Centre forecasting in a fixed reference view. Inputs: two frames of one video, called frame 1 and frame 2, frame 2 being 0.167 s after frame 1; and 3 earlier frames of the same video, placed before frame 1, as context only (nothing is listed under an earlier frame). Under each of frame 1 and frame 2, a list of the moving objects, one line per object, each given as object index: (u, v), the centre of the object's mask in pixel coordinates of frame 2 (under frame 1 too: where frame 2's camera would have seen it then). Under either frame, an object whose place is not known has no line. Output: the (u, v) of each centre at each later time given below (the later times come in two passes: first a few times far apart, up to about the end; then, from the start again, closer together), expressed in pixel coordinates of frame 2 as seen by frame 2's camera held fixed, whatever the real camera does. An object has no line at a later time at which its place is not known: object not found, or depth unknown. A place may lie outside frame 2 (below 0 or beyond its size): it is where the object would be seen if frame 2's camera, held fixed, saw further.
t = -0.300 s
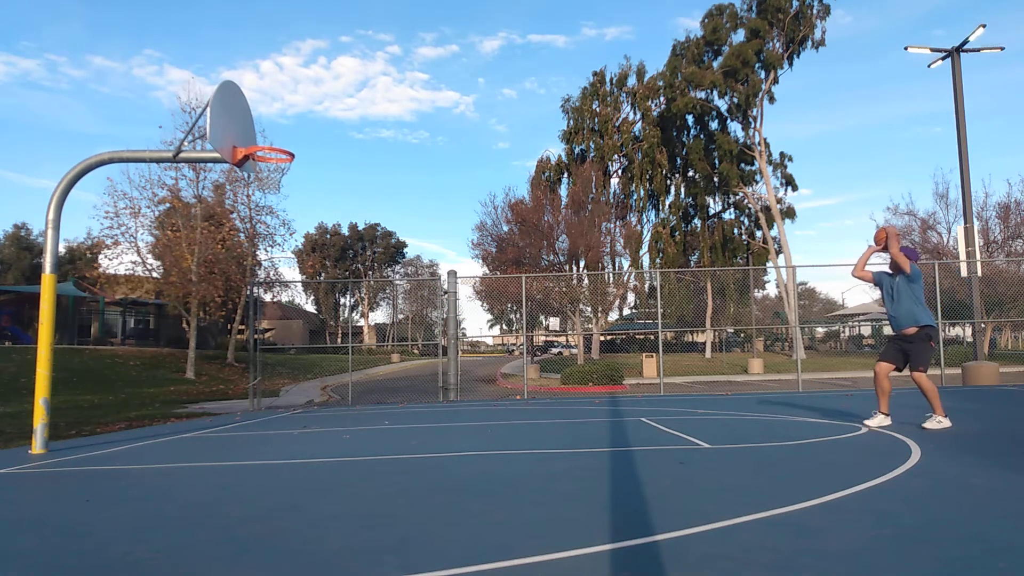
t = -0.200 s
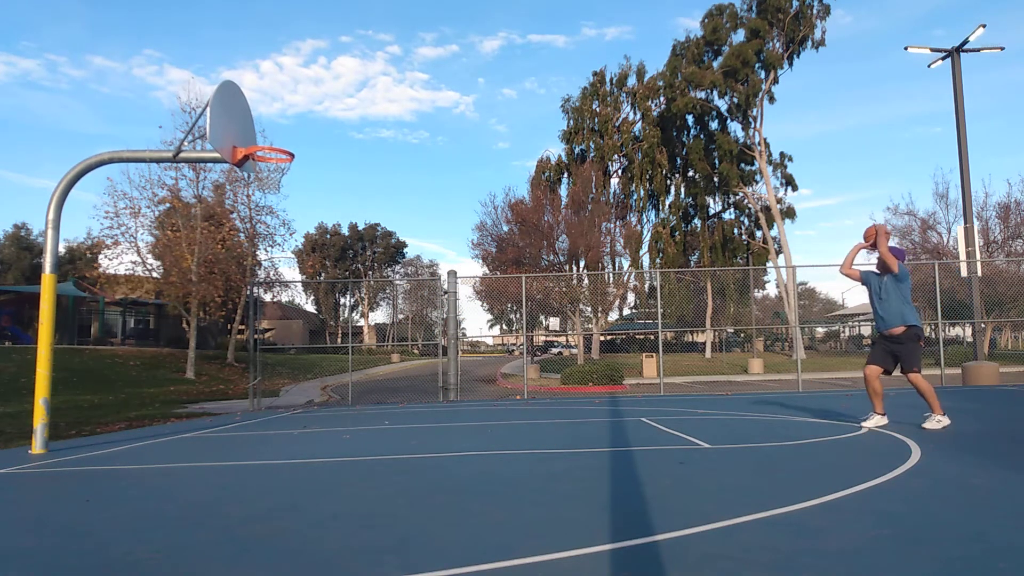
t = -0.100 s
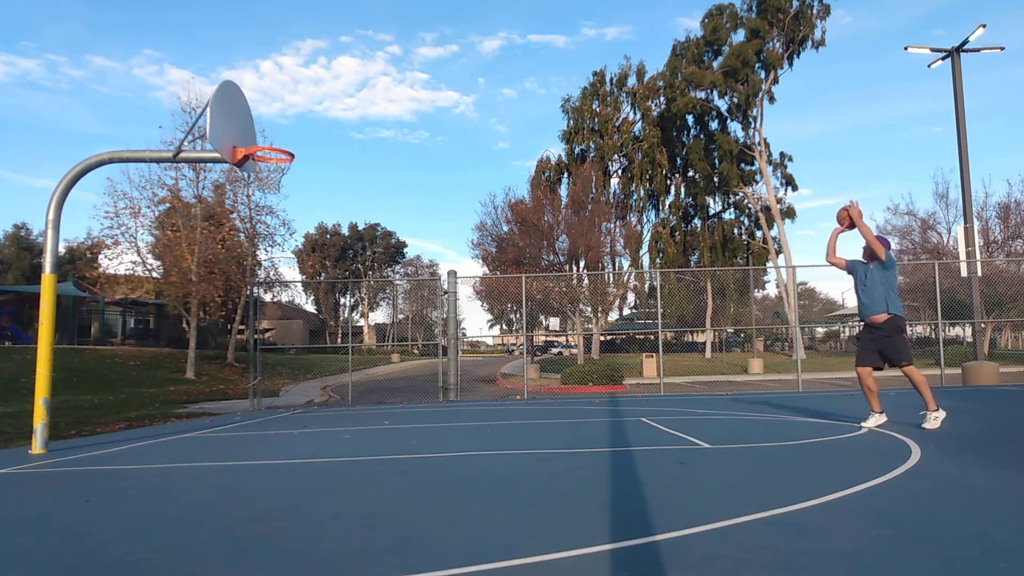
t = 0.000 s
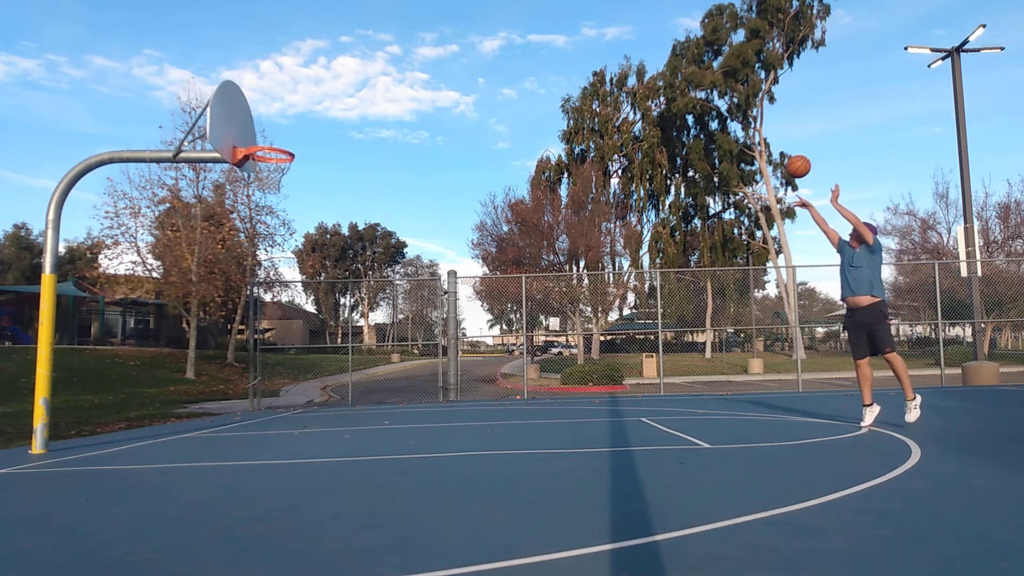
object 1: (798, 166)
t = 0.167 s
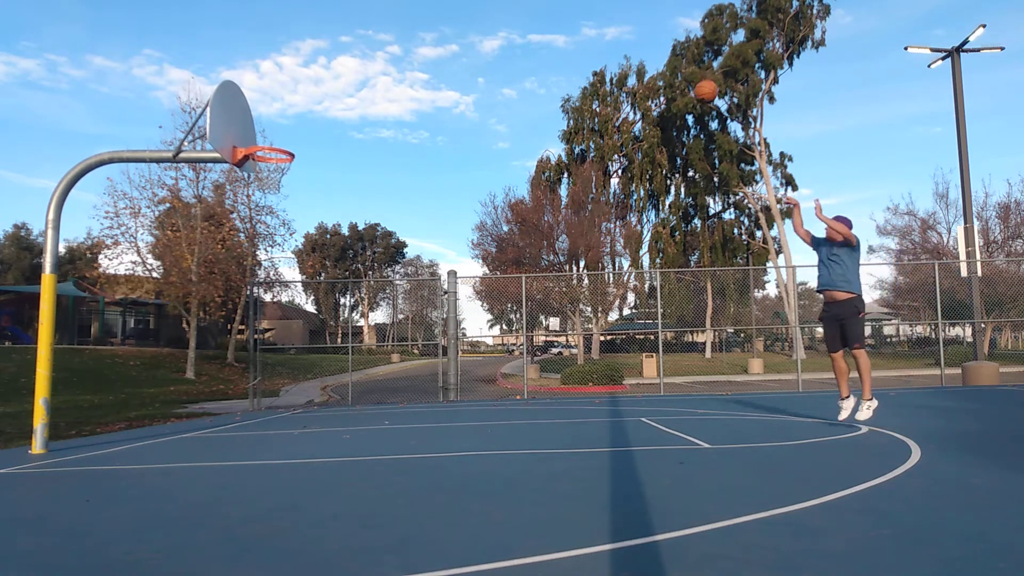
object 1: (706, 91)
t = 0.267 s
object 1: (653, 61)
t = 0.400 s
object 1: (586, 34)
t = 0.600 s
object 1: (491, 26)
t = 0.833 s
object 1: (385, 61)
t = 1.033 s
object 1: (297, 126)
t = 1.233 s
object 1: (263, 163)
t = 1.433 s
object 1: (280, 178)
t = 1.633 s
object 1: (278, 213)
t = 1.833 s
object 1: (274, 280)
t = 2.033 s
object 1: (269, 379)
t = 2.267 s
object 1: (260, 380)
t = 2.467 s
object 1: (251, 341)
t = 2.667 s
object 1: (241, 336)
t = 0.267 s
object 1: (653, 61)
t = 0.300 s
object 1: (636, 52)
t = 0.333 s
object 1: (619, 45)
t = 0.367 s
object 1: (603, 39)
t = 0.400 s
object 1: (586, 34)
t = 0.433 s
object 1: (570, 30)
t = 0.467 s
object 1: (554, 28)
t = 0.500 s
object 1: (538, 26)
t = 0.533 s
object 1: (522, 25)
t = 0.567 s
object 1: (507, 25)
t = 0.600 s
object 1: (491, 26)
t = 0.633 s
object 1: (476, 28)
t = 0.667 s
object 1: (460, 32)
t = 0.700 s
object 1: (445, 35)
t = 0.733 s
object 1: (430, 40)
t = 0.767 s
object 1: (415, 46)
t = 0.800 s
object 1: (400, 53)
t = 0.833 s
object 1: (385, 61)
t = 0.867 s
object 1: (371, 70)
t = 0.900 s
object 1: (356, 79)
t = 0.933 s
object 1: (341, 89)
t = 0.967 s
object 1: (326, 101)
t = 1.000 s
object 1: (312, 113)
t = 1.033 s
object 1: (297, 126)
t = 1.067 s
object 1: (282, 139)
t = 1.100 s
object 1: (267, 156)
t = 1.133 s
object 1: (262, 161)
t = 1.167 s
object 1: (256, 167)
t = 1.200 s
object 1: (258, 166)
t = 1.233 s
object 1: (263, 163)
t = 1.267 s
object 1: (267, 164)
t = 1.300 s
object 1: (270, 165)
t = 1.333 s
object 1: (275, 169)
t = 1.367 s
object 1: (278, 172)
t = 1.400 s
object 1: (279, 175)
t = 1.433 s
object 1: (280, 178)
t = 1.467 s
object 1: (279, 181)
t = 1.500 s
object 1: (279, 187)
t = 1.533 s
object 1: (279, 192)
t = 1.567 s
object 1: (279, 198)
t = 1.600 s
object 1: (278, 205)
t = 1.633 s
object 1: (278, 213)
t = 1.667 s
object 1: (277, 222)
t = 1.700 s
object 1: (277, 232)
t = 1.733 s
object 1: (276, 242)
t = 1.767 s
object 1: (275, 254)
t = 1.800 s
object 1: (275, 267)
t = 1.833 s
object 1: (274, 280)
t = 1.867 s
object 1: (273, 294)
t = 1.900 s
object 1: (271, 310)
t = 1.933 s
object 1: (271, 325)
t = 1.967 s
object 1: (271, 342)
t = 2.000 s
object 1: (270, 360)
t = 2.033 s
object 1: (269, 379)
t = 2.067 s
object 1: (268, 398)
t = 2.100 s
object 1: (267, 418)
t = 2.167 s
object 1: (265, 412)
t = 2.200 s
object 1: (263, 400)
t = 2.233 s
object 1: (262, 389)
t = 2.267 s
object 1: (260, 380)
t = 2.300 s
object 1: (259, 371)
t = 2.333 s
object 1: (257, 364)
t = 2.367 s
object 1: (256, 356)
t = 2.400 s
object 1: (254, 350)
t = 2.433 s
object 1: (253, 346)
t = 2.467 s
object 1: (251, 341)
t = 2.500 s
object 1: (249, 338)
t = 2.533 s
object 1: (248, 336)
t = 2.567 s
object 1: (246, 335)
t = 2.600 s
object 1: (245, 335)
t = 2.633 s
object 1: (243, 335)
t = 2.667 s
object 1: (241, 336)
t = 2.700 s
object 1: (240, 339)
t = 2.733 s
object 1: (238, 342)
